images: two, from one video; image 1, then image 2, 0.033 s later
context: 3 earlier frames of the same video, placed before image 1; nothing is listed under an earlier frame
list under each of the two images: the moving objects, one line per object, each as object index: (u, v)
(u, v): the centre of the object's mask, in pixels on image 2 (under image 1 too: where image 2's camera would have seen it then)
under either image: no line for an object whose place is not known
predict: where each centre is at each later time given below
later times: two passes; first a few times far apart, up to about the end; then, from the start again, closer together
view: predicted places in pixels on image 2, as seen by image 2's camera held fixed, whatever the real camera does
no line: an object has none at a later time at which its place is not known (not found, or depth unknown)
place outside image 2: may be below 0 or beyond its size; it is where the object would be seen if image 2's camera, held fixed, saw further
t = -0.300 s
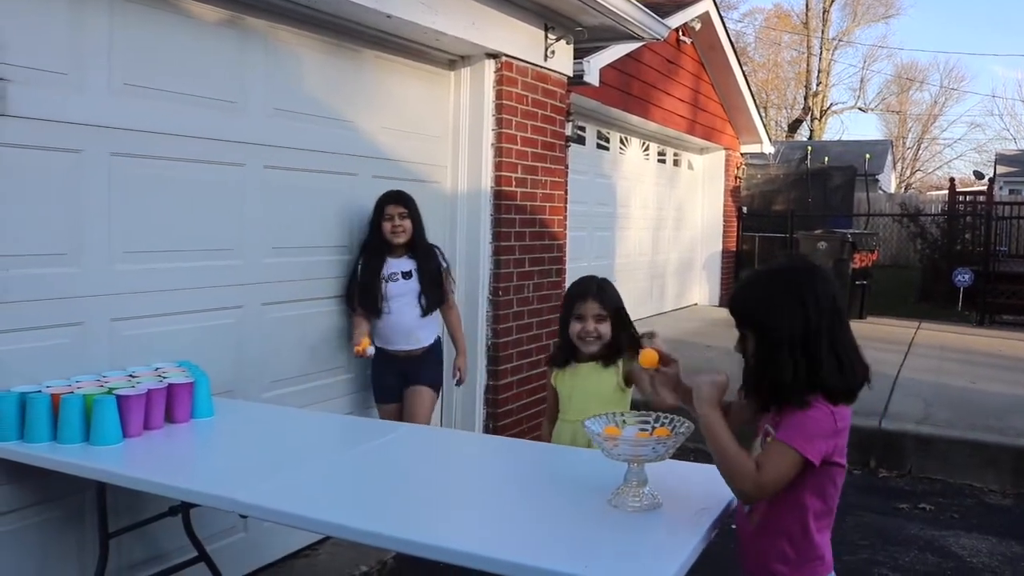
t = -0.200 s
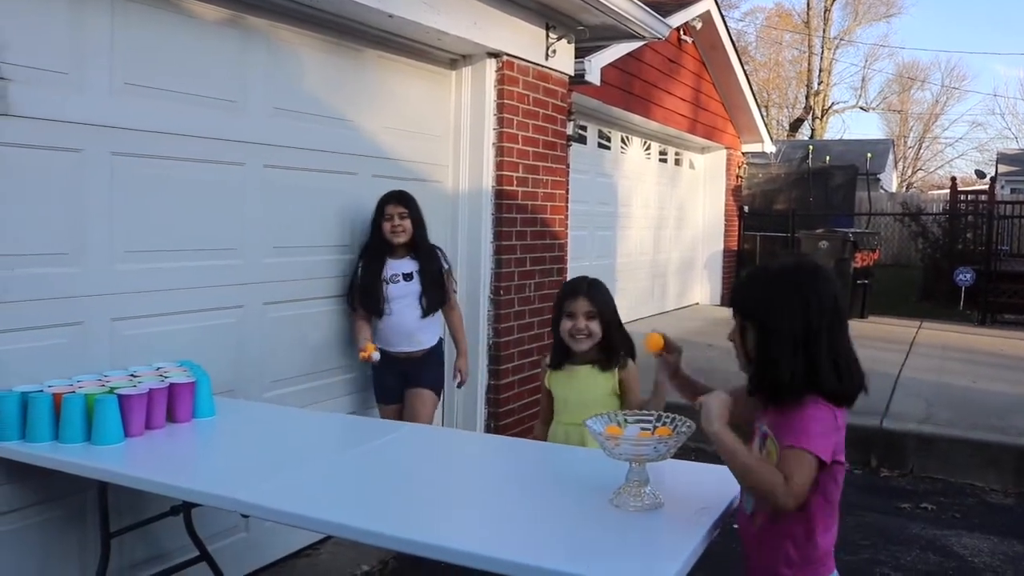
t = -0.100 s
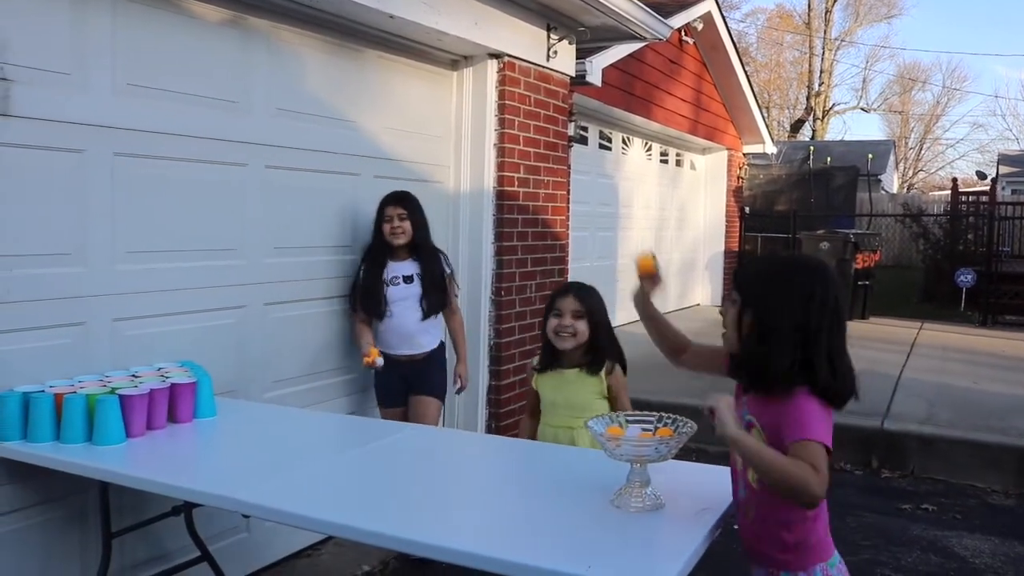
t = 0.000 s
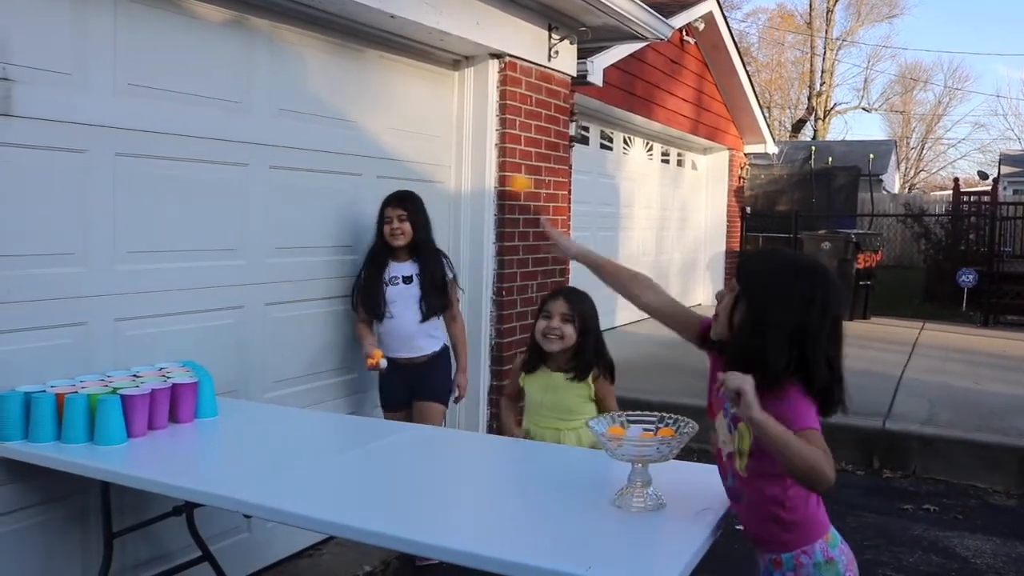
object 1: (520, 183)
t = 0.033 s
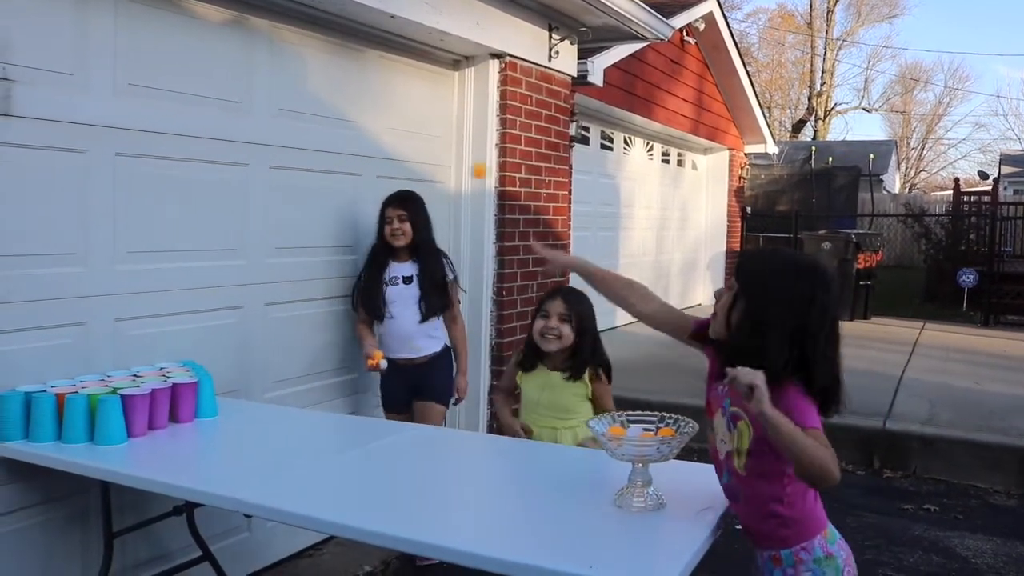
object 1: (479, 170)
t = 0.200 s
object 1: (307, 182)
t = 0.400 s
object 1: (154, 326)
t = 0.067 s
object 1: (441, 163)
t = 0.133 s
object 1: (371, 163)
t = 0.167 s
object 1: (337, 171)
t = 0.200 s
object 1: (307, 182)
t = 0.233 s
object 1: (276, 197)
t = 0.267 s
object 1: (249, 217)
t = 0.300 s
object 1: (223, 240)
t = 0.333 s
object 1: (198, 266)
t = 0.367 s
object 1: (175, 294)
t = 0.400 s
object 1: (154, 326)
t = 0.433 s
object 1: (134, 360)
